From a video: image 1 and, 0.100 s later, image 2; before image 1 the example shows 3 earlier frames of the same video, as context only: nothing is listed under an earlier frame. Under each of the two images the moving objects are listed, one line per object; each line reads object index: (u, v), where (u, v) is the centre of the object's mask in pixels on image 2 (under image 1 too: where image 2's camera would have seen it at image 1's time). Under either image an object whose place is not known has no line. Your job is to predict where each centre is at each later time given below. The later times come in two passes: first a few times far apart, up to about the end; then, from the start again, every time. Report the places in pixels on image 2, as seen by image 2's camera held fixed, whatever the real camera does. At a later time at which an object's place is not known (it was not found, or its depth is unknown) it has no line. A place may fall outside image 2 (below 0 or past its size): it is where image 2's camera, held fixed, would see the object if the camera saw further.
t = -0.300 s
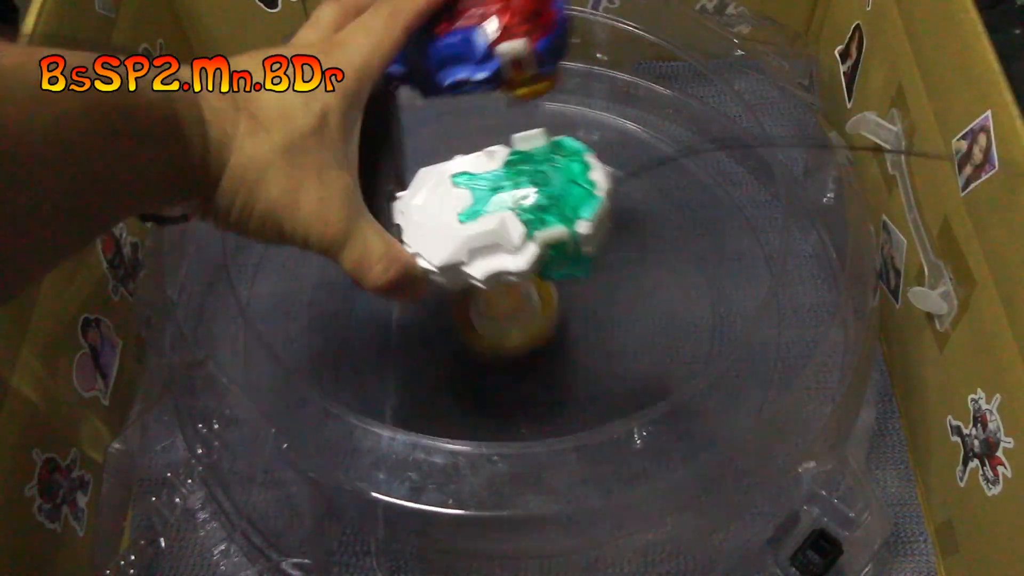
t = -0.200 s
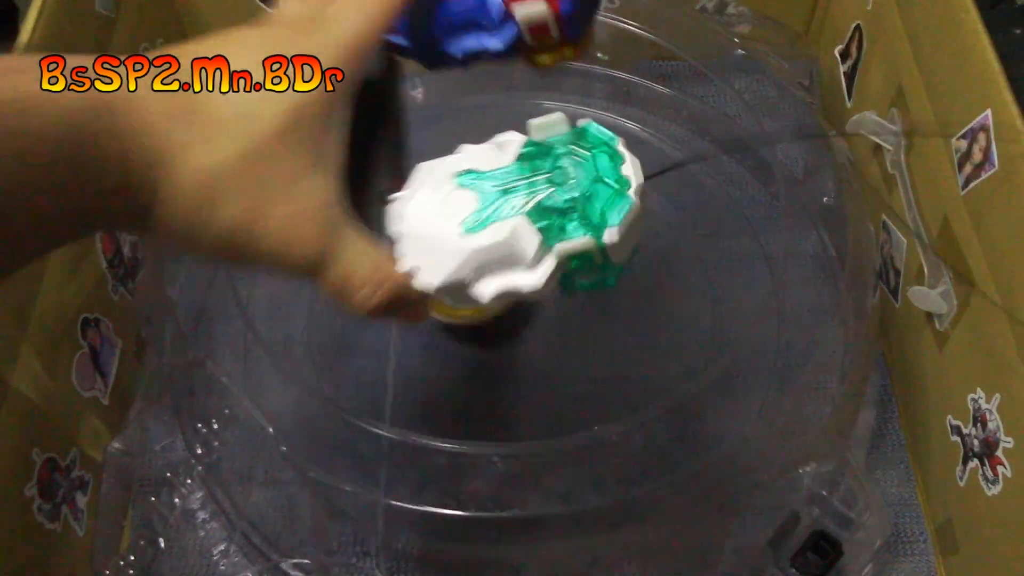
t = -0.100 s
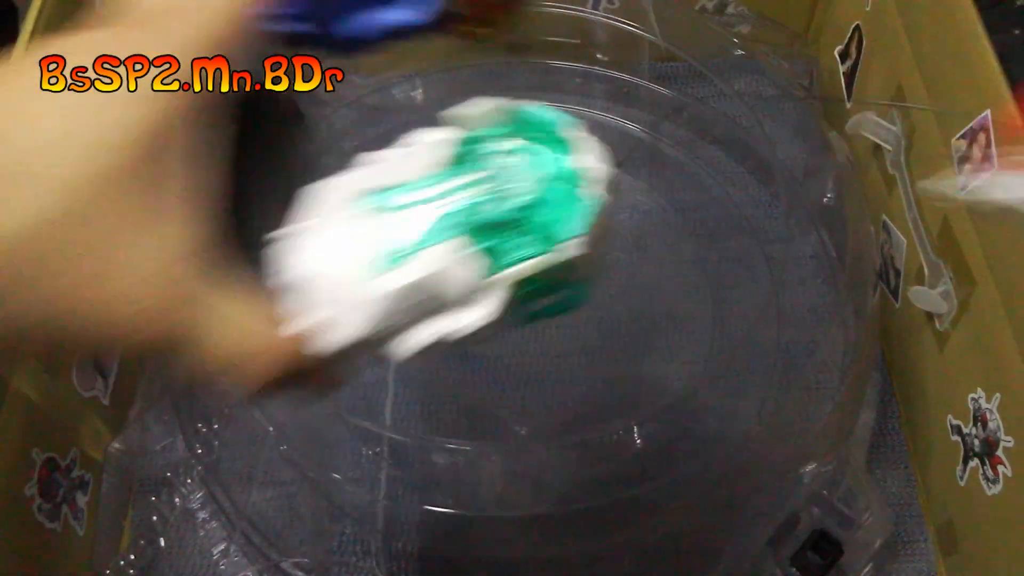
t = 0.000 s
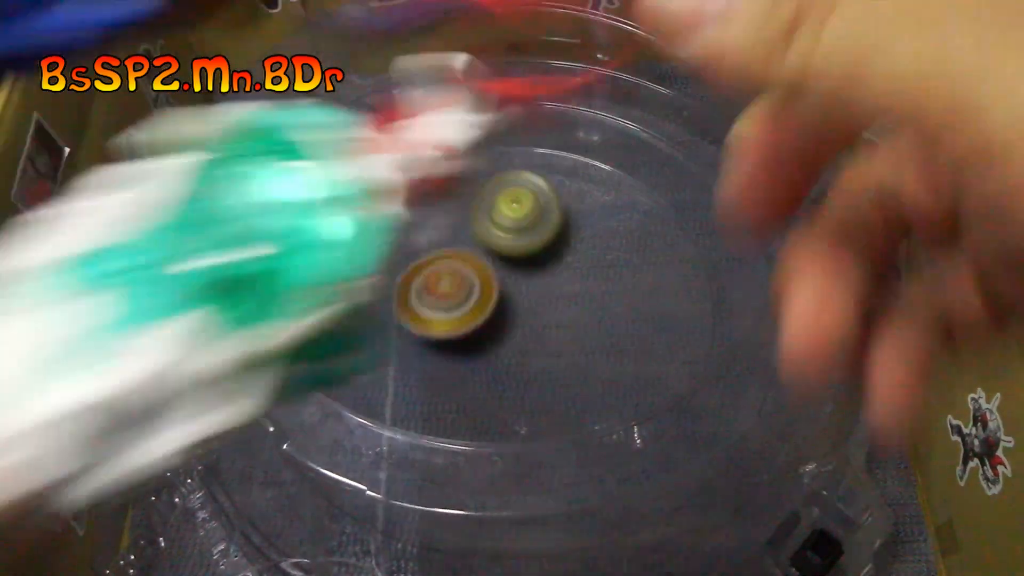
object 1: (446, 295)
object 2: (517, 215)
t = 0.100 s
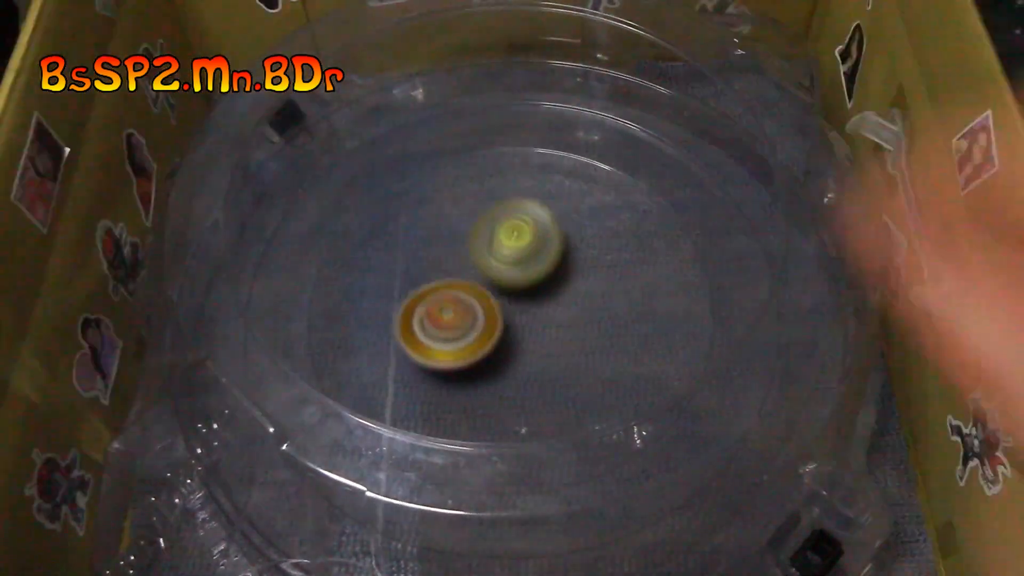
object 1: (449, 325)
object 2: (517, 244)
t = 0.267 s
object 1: (430, 399)
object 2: (546, 243)
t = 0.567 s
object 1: (501, 392)
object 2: (497, 299)
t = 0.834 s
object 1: (485, 453)
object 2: (610, 191)
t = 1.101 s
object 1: (485, 409)
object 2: (582, 91)
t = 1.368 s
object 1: (506, 281)
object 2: (501, 175)
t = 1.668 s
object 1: (316, 482)
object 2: (478, 167)
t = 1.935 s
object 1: (269, 512)
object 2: (527, 399)
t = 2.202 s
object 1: (280, 506)
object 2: (724, 398)
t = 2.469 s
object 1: (353, 462)
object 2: (797, 324)
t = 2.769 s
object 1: (494, 327)
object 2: (780, 270)
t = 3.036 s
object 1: (541, 258)
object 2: (650, 226)
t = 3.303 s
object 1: (489, 425)
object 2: (364, 260)
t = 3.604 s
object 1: (659, 399)
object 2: (335, 477)
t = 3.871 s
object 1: (656, 192)
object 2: (441, 498)
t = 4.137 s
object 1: (409, 127)
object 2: (513, 447)
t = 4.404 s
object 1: (271, 174)
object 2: (593, 234)
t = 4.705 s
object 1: (265, 191)
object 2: (358, 130)
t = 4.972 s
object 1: (244, 218)
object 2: (340, 122)
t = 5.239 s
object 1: (249, 216)
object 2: (363, 144)
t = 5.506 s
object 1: (275, 221)
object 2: (448, 268)
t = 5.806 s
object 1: (324, 243)
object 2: (662, 343)
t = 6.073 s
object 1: (507, 334)
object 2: (704, 212)
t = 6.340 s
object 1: (576, 312)
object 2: (745, 130)
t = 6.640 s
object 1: (352, 398)
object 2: (742, 92)
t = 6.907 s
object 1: (454, 313)
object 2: (755, 101)
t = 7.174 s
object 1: (540, 265)
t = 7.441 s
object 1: (527, 291)
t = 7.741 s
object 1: (500, 295)
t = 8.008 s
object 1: (516, 291)
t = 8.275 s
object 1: (514, 306)
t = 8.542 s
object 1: (498, 297)
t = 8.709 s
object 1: (509, 291)
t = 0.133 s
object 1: (452, 337)
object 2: (513, 255)
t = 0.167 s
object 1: (439, 361)
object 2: (526, 252)
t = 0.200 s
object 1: (430, 381)
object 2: (536, 248)
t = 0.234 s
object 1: (428, 392)
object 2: (542, 245)
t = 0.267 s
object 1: (430, 399)
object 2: (546, 243)
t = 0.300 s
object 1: (434, 404)
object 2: (545, 241)
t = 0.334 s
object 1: (440, 406)
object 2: (542, 239)
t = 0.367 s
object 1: (448, 407)
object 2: (536, 239)
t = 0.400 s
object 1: (457, 407)
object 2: (528, 241)
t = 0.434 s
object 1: (465, 405)
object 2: (519, 246)
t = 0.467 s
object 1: (475, 402)
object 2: (509, 258)
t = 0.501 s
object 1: (485, 396)
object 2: (500, 274)
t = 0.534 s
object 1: (495, 387)
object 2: (496, 291)
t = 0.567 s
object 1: (501, 392)
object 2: (497, 299)
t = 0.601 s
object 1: (507, 397)
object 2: (502, 299)
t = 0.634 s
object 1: (512, 398)
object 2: (510, 300)
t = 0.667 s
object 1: (517, 396)
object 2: (521, 302)
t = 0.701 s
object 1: (521, 392)
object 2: (534, 303)
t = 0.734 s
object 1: (516, 400)
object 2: (554, 290)
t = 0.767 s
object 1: (505, 423)
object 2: (578, 256)
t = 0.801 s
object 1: (495, 441)
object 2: (598, 223)
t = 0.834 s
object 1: (485, 453)
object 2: (610, 191)
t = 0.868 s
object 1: (479, 459)
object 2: (616, 164)
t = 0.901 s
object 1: (478, 460)
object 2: (617, 138)
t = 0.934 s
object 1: (478, 458)
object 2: (616, 121)
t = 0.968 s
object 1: (478, 453)
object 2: (617, 105)
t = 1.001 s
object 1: (479, 443)
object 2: (611, 96)
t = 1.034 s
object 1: (482, 436)
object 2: (604, 94)
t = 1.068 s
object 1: (484, 424)
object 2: (594, 92)
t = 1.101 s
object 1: (485, 409)
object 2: (582, 91)
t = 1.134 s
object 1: (487, 402)
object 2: (568, 95)
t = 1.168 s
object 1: (489, 388)
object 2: (553, 101)
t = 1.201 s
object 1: (492, 373)
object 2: (541, 107)
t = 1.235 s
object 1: (495, 355)
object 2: (532, 114)
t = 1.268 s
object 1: (498, 336)
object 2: (526, 123)
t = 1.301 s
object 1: (503, 317)
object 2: (520, 136)
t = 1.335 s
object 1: (504, 298)
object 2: (513, 152)
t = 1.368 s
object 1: (506, 281)
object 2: (501, 175)
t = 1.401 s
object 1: (498, 279)
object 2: (492, 191)
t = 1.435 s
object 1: (470, 317)
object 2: (496, 174)
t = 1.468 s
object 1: (442, 357)
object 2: (502, 158)
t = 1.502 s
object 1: (414, 385)
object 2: (504, 148)
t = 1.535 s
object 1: (400, 397)
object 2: (505, 142)
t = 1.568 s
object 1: (366, 430)
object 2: (502, 141)
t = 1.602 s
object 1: (347, 455)
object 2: (497, 145)
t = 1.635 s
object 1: (328, 472)
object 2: (489, 153)
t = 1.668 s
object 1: (316, 482)
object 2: (478, 167)
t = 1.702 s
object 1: (308, 492)
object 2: (467, 190)
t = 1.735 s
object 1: (300, 497)
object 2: (458, 218)
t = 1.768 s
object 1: (292, 502)
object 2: (455, 252)
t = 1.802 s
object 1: (283, 505)
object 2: (459, 289)
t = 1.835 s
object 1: (276, 510)
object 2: (468, 325)
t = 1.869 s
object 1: (272, 511)
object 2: (483, 357)
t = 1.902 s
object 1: (270, 512)
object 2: (505, 383)
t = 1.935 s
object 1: (269, 512)
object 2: (527, 399)
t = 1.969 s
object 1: (268, 513)
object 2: (555, 418)
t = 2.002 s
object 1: (267, 513)
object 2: (581, 426)
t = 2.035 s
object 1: (267, 513)
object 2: (609, 430)
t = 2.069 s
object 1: (268, 513)
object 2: (636, 428)
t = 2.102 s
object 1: (269, 513)
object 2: (659, 421)
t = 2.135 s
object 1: (270, 513)
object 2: (680, 412)
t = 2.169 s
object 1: (273, 512)
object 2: (700, 403)
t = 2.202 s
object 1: (280, 506)
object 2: (724, 398)
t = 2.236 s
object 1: (283, 504)
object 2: (748, 394)
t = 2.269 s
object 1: (290, 501)
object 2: (768, 386)
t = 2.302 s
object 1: (299, 498)
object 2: (784, 378)
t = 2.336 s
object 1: (307, 493)
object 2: (798, 370)
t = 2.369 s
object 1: (315, 488)
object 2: (806, 361)
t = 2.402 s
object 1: (326, 482)
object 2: (802, 348)
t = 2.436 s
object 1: (340, 473)
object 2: (798, 335)
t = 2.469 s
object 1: (353, 462)
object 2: (797, 324)
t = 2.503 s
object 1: (369, 452)
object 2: (796, 314)
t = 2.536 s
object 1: (387, 442)
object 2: (796, 307)
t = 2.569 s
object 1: (407, 431)
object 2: (797, 301)
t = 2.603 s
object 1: (428, 406)
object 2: (795, 296)
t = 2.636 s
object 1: (438, 399)
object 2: (794, 291)
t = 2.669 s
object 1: (451, 386)
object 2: (792, 286)
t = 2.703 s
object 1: (465, 367)
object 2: (790, 281)
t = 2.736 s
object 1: (479, 349)
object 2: (786, 277)
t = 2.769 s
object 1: (494, 327)
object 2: (780, 270)
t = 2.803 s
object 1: (511, 306)
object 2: (769, 263)
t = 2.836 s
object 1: (525, 288)
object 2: (754, 255)
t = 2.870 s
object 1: (541, 272)
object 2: (738, 248)
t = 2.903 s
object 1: (551, 259)
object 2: (729, 243)
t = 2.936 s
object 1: (556, 251)
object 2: (714, 238)
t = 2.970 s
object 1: (555, 248)
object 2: (698, 234)
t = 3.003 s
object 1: (551, 250)
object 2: (677, 231)
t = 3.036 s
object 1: (541, 258)
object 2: (650, 226)
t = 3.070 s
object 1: (528, 272)
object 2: (622, 221)
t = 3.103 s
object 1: (511, 293)
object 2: (591, 216)
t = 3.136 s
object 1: (498, 315)
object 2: (550, 211)
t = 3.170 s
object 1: (485, 341)
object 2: (508, 211)
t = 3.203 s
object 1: (479, 364)
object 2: (466, 216)
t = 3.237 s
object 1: (477, 386)
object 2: (428, 226)
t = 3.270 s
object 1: (480, 404)
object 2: (392, 242)
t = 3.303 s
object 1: (489, 425)
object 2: (364, 260)
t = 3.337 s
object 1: (503, 438)
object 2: (339, 284)
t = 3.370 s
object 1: (521, 447)
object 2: (321, 312)
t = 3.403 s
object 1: (542, 454)
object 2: (313, 338)
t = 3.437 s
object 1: (567, 460)
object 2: (305, 371)
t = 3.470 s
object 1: (592, 458)
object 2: (301, 402)
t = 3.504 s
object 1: (614, 451)
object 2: (291, 431)
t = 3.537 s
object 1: (631, 437)
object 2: (295, 450)
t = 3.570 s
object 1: (646, 419)
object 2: (312, 465)
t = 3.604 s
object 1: (659, 399)
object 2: (335, 477)
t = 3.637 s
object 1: (673, 376)
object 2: (359, 484)
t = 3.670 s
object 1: (685, 353)
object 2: (385, 493)
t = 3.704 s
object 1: (695, 322)
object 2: (404, 495)
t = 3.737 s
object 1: (700, 295)
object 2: (417, 497)
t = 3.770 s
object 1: (700, 262)
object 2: (424, 497)
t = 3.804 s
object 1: (692, 237)
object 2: (430, 499)
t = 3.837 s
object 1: (678, 213)
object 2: (435, 498)
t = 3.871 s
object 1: (656, 192)
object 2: (441, 498)
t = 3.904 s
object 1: (633, 175)
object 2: (449, 497)
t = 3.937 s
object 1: (603, 158)
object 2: (454, 495)
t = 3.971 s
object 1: (573, 145)
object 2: (463, 491)
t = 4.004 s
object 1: (537, 135)
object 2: (476, 494)
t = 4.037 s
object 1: (506, 130)
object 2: (478, 480)
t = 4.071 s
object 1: (471, 130)
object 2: (488, 472)
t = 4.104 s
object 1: (438, 129)
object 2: (498, 462)
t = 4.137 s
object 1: (409, 127)
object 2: (513, 447)
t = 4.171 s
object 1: (381, 125)
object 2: (532, 429)
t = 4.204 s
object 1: (357, 127)
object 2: (550, 409)
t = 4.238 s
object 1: (338, 137)
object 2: (568, 388)
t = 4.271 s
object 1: (321, 146)
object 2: (588, 360)
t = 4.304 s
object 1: (304, 156)
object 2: (602, 328)
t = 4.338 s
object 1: (291, 161)
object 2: (606, 297)
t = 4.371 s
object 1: (276, 166)
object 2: (603, 265)
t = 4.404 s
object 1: (271, 174)
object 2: (593, 234)
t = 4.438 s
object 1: (269, 181)
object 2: (578, 210)
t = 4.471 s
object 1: (267, 186)
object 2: (560, 189)
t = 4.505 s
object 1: (266, 188)
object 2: (533, 168)
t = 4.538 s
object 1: (266, 189)
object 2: (503, 152)
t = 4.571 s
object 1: (264, 190)
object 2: (474, 142)
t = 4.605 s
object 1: (263, 190)
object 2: (441, 138)
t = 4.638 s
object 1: (263, 191)
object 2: (412, 137)
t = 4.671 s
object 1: (264, 191)
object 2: (384, 134)
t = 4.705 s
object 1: (265, 191)
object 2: (358, 130)
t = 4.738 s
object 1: (266, 192)
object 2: (337, 131)
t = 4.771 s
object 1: (259, 197)
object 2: (329, 130)
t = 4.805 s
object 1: (251, 204)
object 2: (325, 126)
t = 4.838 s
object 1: (246, 208)
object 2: (324, 122)
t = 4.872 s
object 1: (243, 212)
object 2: (329, 122)
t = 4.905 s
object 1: (242, 213)
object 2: (334, 122)
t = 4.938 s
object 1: (243, 216)
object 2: (337, 122)
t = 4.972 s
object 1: (244, 218)
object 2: (340, 122)
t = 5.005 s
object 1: (244, 219)
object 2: (343, 122)
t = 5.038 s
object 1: (244, 219)
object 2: (346, 122)
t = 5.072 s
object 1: (244, 219)
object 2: (349, 122)
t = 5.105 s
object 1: (244, 218)
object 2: (352, 122)
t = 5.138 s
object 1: (244, 218)
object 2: (353, 123)
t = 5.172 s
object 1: (246, 217)
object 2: (355, 126)
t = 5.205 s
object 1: (246, 216)
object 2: (357, 134)
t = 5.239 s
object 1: (249, 216)
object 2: (363, 144)
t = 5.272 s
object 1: (251, 216)
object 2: (370, 152)
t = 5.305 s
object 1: (252, 215)
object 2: (380, 159)
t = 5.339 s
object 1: (256, 215)
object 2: (390, 166)
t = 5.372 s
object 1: (259, 215)
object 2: (402, 178)
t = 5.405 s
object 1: (259, 215)
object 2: (413, 194)
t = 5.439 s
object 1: (263, 216)
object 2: (425, 215)
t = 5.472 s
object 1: (267, 216)
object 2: (436, 240)
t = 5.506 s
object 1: (275, 221)
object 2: (448, 268)
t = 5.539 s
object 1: (283, 227)
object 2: (465, 298)
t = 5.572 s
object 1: (292, 229)
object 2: (487, 323)
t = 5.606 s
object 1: (298, 232)
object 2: (514, 345)
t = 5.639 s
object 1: (303, 234)
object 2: (541, 358)
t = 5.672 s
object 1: (306, 235)
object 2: (569, 365)
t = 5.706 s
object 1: (310, 237)
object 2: (597, 367)
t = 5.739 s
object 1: (313, 238)
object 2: (620, 364)
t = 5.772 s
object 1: (317, 239)
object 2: (644, 354)
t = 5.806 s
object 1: (324, 243)
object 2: (662, 343)
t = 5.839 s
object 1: (332, 250)
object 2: (679, 327)
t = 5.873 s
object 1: (342, 260)
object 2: (694, 311)
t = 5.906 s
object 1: (358, 272)
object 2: (704, 293)
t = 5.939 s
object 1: (378, 286)
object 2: (709, 272)
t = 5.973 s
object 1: (399, 302)
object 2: (709, 254)
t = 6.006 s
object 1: (430, 319)
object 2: (708, 236)
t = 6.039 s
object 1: (464, 329)
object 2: (706, 222)
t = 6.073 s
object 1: (507, 334)
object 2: (704, 212)
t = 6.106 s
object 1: (552, 331)
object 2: (702, 204)
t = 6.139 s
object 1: (591, 319)
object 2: (701, 199)
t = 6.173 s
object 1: (623, 303)
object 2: (701, 198)
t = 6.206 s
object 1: (650, 284)
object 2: (701, 197)
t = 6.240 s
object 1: (659, 268)
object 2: (701, 197)
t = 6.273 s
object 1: (641, 280)
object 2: (724, 173)
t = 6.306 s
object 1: (615, 296)
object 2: (737, 148)
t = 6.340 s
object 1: (576, 312)
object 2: (745, 130)
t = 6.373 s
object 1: (528, 328)
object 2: (748, 116)
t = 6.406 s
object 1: (488, 337)
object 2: (743, 106)
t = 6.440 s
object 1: (445, 355)
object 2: (737, 97)
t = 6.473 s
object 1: (410, 366)
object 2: (734, 91)
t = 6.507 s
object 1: (387, 376)
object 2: (732, 85)
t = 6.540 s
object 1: (365, 387)
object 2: (733, 82)
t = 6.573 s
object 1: (356, 395)
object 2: (736, 77)
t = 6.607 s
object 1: (353, 399)
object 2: (739, 81)
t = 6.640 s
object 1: (352, 398)
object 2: (742, 92)
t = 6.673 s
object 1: (358, 386)
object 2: (743, 93)
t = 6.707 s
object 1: (366, 378)
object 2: (746, 96)
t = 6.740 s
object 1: (373, 369)
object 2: (747, 96)
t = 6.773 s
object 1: (385, 358)
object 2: (748, 97)
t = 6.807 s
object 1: (398, 347)
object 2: (749, 97)
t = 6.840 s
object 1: (414, 335)
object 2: (751, 98)
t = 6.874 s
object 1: (433, 322)
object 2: (752, 99)
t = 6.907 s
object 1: (454, 313)
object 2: (755, 101)
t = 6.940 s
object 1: (476, 302)
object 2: (757, 102)
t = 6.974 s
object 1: (493, 290)
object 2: (757, 103)
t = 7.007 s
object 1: (508, 277)
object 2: (759, 104)
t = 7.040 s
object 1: (518, 269)
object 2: (761, 105)
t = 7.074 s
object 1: (527, 264)
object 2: (762, 106)
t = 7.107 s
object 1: (534, 262)
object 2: (764, 107)
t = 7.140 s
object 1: (538, 262)
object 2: (766, 107)
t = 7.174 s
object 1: (540, 265)
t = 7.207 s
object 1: (542, 267)
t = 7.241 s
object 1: (542, 269)
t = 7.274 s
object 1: (540, 272)
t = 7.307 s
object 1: (536, 275)
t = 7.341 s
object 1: (532, 280)
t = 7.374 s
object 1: (529, 285)
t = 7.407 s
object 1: (527, 288)
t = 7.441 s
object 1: (527, 291)
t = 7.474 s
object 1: (527, 294)
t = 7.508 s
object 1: (525, 296)
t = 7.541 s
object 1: (523, 299)
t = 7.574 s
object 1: (519, 300)
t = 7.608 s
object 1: (515, 301)
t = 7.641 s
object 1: (510, 301)
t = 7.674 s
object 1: (505, 300)
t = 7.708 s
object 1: (502, 298)
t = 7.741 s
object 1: (500, 295)
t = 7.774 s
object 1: (501, 293)
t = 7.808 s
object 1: (501, 291)
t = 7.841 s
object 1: (503, 290)
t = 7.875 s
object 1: (505, 290)
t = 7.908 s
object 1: (508, 290)
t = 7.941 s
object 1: (511, 290)
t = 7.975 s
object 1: (514, 290)
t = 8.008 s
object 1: (516, 291)
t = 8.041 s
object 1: (517, 294)
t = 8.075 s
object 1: (519, 295)
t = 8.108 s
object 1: (520, 297)
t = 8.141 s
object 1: (519, 299)
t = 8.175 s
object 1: (519, 301)
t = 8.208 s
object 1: (517, 303)
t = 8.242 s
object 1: (516, 305)
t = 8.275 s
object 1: (514, 306)
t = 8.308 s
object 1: (512, 306)
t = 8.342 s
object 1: (509, 307)
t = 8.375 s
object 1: (507, 307)
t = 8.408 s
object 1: (504, 306)
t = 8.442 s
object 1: (501, 304)
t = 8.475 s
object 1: (499, 302)
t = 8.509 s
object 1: (498, 299)
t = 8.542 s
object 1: (498, 297)
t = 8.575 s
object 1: (499, 295)
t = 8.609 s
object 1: (501, 294)
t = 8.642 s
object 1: (503, 292)
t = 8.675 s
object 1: (506, 291)
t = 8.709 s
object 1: (509, 291)
